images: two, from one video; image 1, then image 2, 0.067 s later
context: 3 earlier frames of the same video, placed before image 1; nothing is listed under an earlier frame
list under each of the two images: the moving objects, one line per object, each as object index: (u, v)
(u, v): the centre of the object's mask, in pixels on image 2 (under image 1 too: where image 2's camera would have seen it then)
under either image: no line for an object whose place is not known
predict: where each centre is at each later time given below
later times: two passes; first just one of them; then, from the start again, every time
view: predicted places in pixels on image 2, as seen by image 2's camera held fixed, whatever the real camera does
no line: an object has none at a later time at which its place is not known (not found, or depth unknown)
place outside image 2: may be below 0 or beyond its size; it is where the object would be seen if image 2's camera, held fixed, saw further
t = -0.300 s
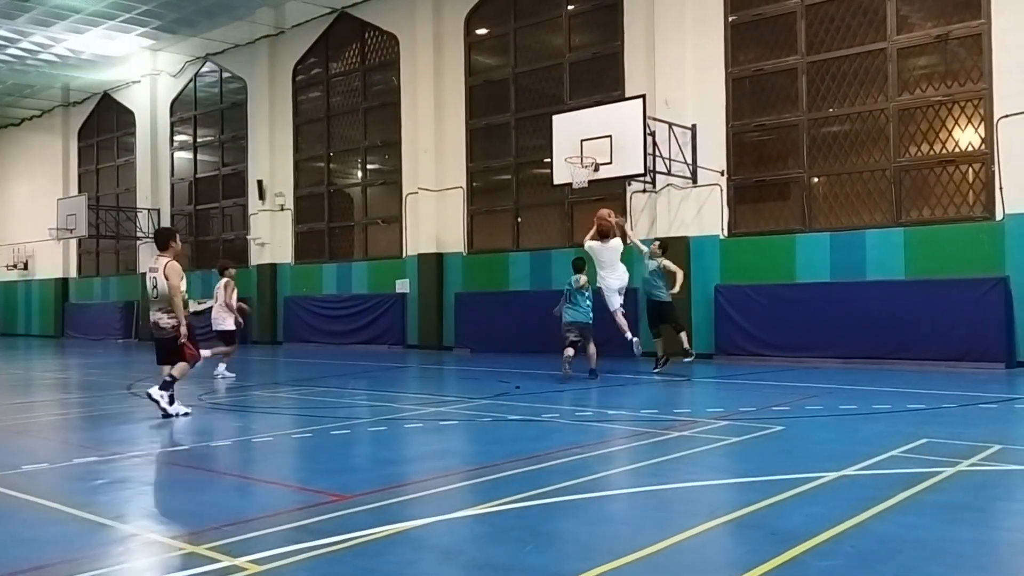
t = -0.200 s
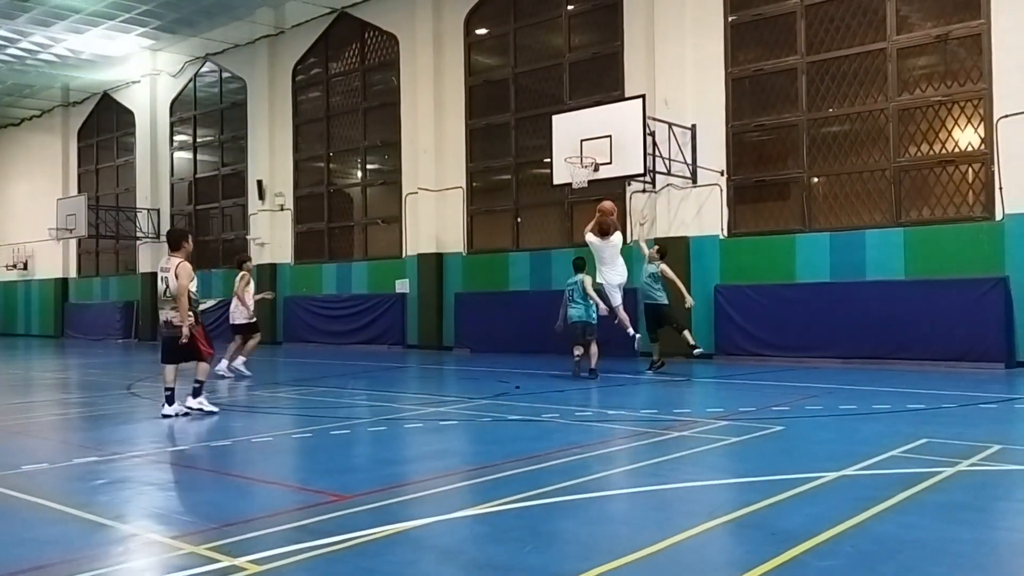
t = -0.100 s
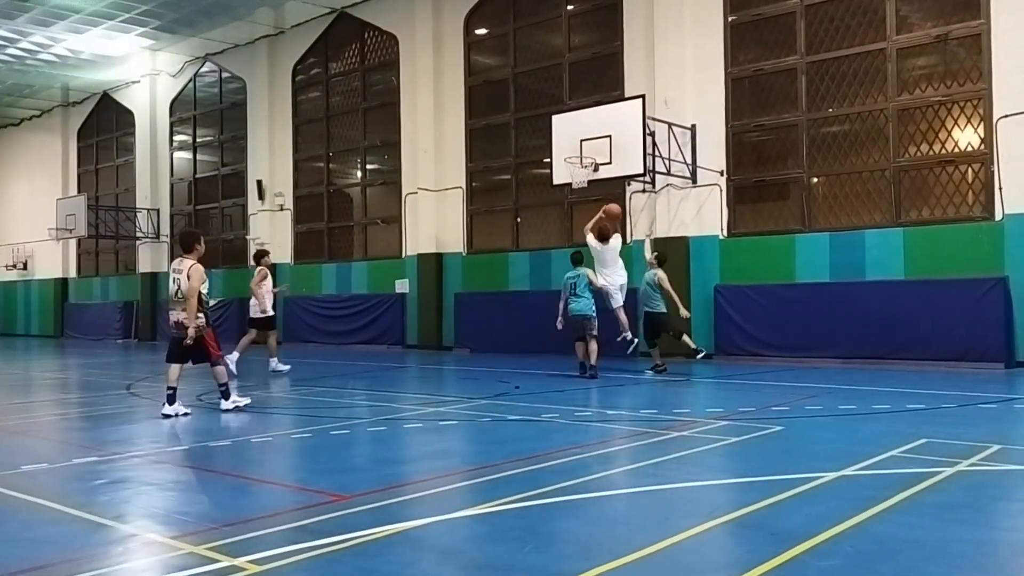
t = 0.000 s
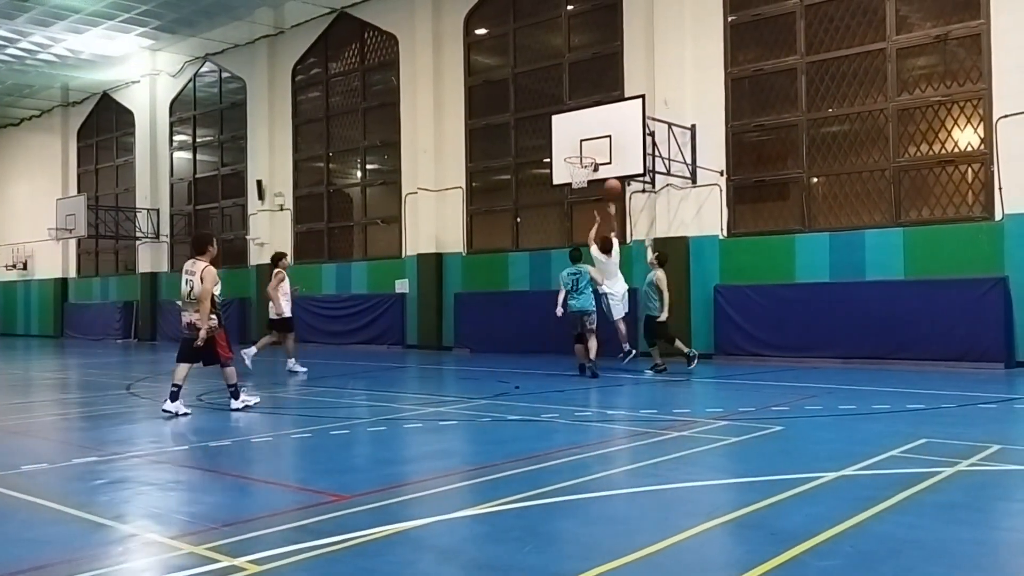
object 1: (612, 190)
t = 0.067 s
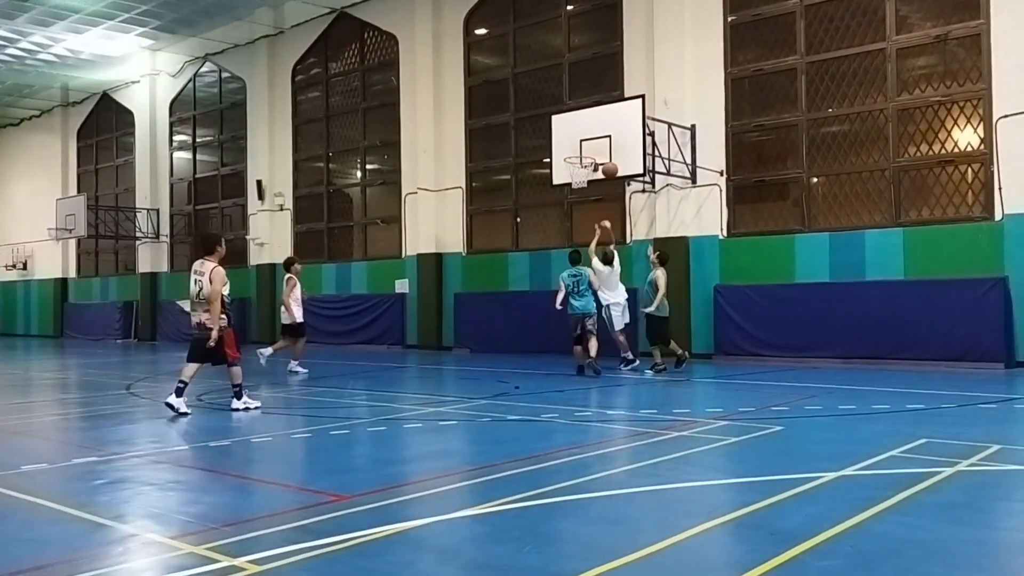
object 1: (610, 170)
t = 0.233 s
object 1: (605, 141)
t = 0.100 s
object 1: (608, 162)
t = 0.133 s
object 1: (607, 156)
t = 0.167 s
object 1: (606, 151)
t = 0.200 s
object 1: (605, 146)
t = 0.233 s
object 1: (605, 141)
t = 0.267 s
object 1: (604, 138)
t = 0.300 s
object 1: (603, 135)
